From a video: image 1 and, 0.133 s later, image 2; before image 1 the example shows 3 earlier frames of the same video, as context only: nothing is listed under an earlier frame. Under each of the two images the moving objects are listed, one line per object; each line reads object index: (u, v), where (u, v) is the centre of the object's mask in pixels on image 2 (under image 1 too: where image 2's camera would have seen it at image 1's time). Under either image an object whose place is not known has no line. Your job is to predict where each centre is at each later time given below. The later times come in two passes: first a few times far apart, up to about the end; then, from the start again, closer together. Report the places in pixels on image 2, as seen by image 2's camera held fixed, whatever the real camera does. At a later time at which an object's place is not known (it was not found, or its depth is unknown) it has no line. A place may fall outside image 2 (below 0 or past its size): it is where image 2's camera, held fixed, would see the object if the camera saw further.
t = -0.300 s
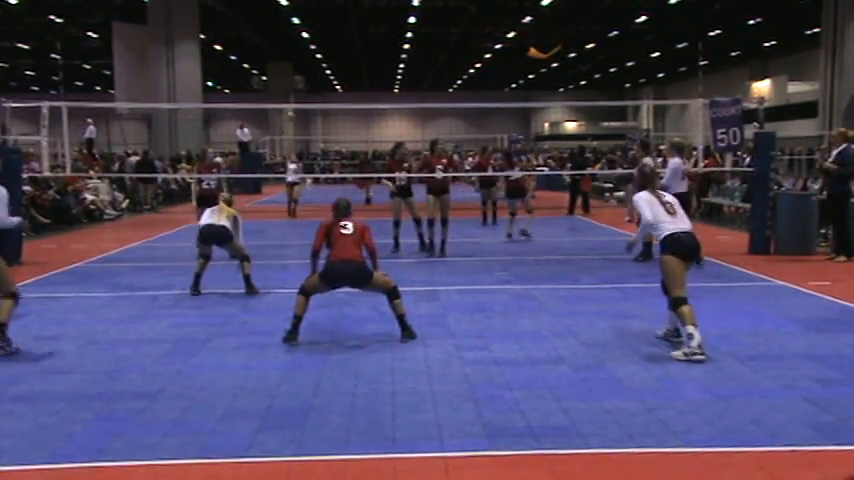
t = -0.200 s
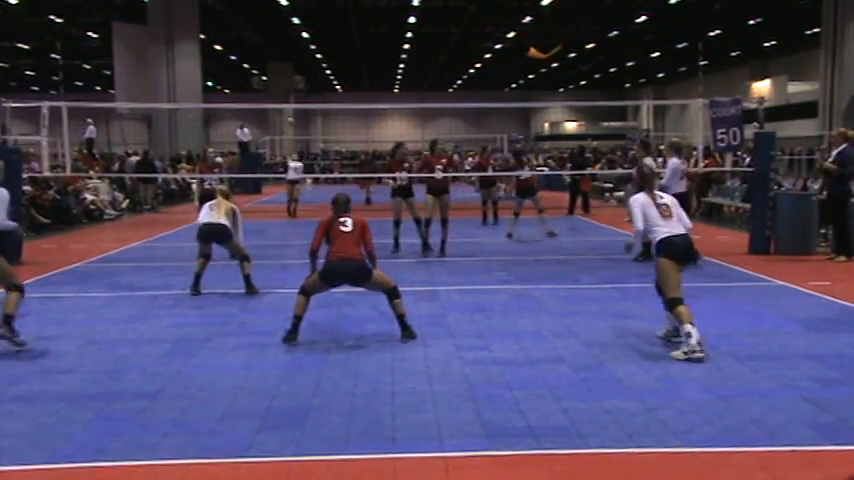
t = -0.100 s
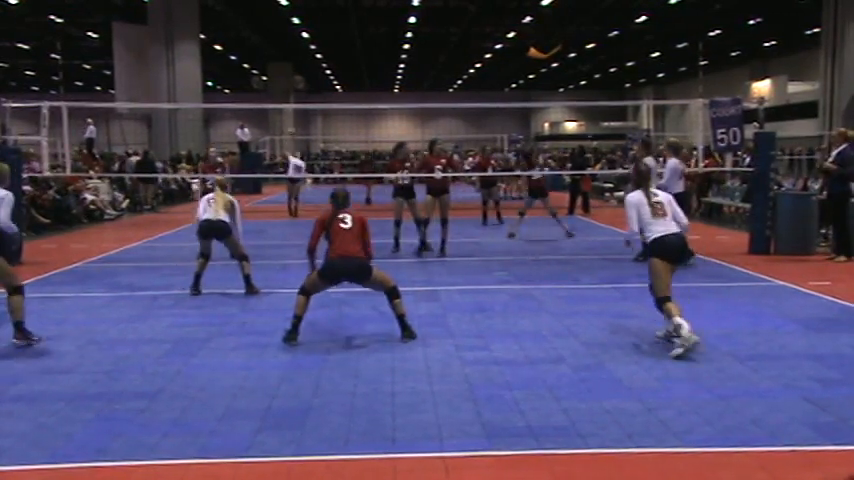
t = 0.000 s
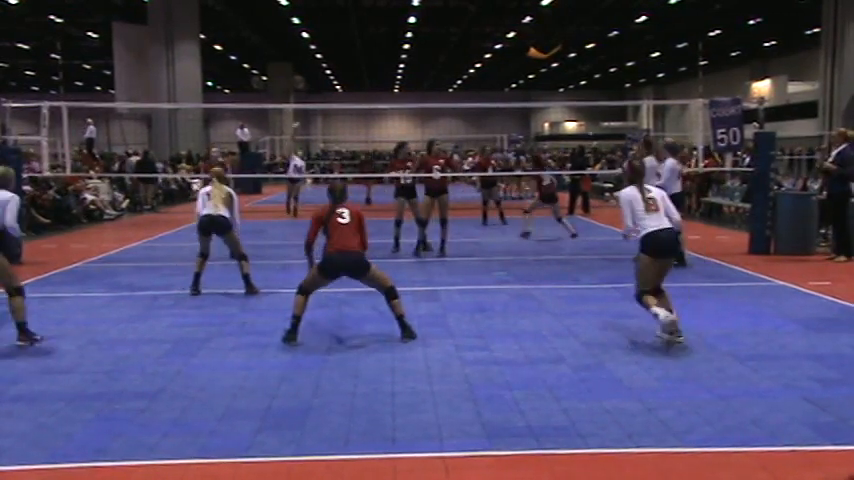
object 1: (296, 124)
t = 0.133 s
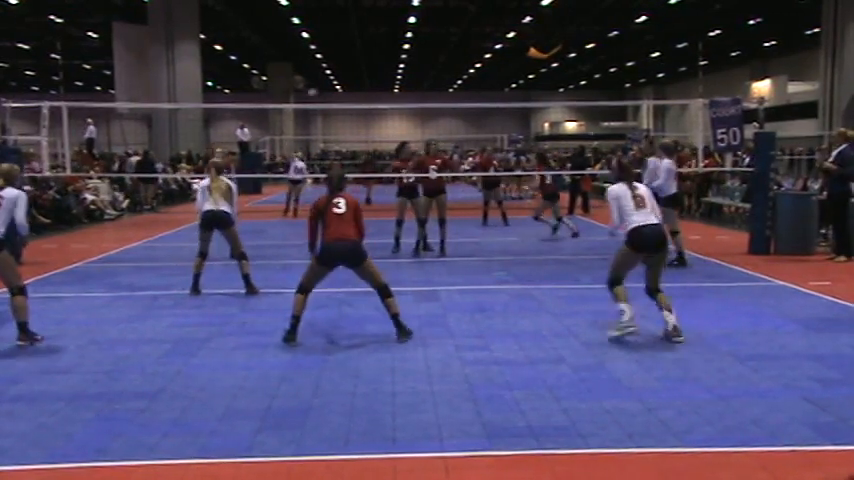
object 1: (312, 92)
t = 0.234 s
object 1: (325, 71)
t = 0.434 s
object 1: (355, 39)
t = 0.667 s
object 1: (400, 23)
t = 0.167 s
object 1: (316, 86)
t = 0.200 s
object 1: (320, 79)
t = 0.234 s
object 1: (325, 71)
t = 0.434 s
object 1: (355, 39)
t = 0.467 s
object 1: (361, 36)
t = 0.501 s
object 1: (367, 32)
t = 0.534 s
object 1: (373, 29)
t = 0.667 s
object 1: (400, 23)
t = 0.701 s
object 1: (407, 23)
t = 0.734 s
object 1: (414, 22)
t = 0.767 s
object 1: (422, 25)
